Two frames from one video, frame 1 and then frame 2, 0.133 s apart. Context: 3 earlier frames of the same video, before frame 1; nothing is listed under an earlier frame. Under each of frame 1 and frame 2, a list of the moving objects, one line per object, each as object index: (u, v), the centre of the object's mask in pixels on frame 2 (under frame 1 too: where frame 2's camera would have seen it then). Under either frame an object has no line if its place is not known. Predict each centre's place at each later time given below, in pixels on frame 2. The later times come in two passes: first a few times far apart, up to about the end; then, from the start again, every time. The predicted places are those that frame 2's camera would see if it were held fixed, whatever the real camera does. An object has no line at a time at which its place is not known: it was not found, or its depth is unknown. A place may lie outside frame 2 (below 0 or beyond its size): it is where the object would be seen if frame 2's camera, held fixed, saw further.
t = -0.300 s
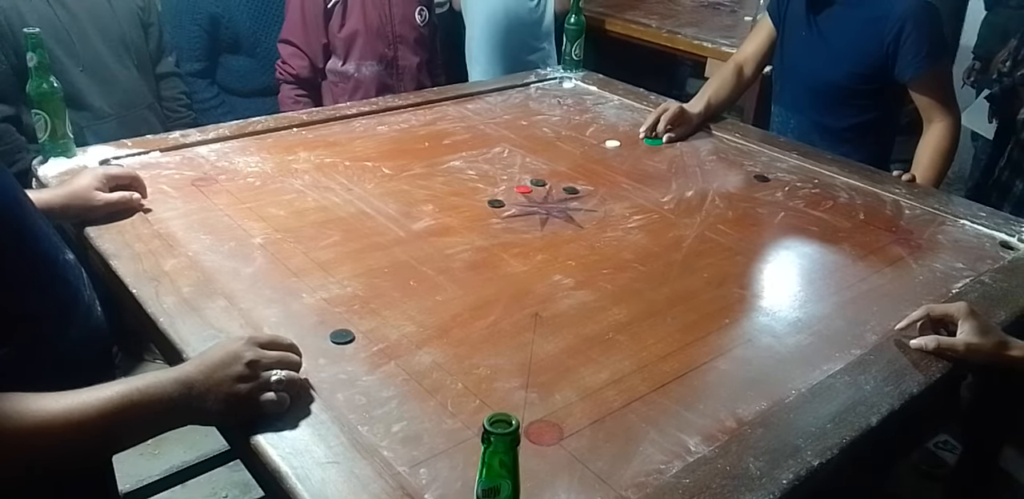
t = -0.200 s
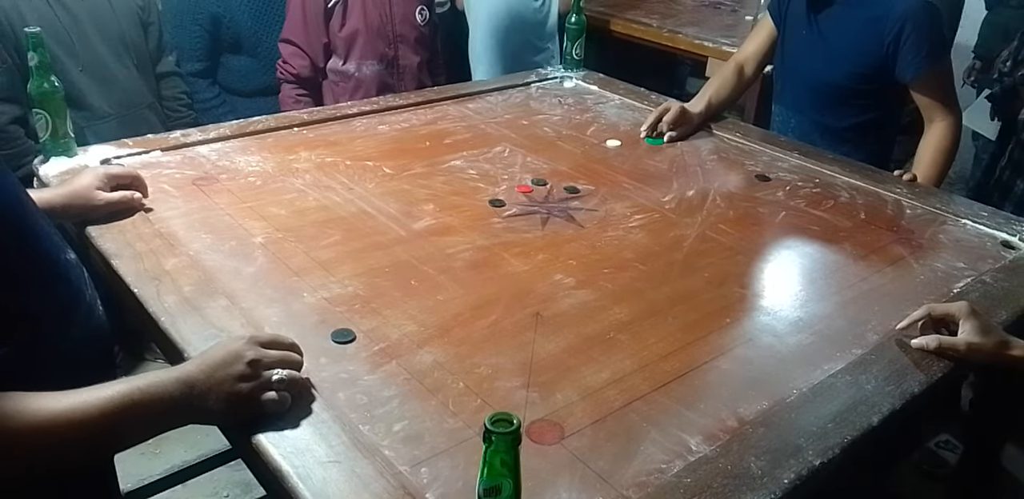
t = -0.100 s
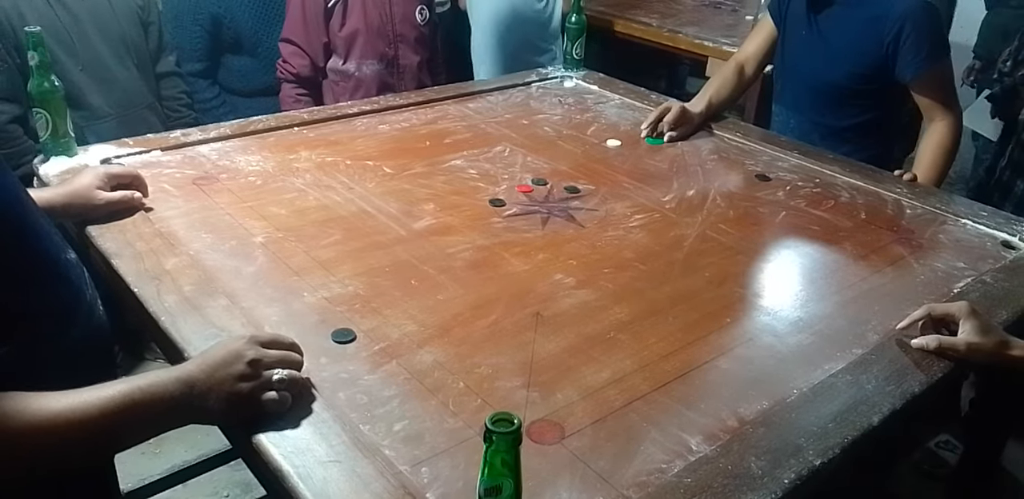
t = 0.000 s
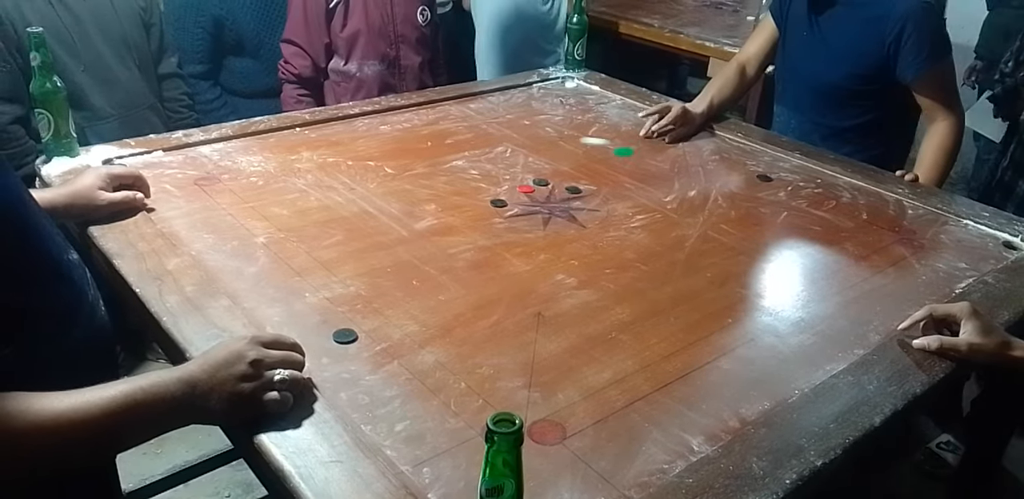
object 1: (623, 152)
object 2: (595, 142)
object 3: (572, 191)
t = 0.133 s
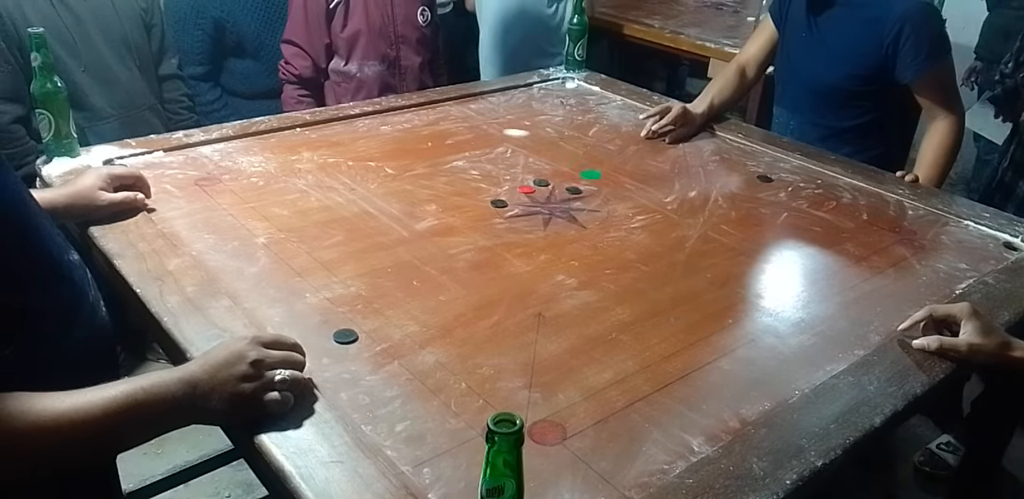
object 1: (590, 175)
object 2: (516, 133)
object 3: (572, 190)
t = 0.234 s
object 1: (572, 186)
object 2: (468, 127)
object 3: (565, 200)
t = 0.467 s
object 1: (562, 189)
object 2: (385, 117)
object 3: (530, 242)
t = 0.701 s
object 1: (562, 189)
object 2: (372, 122)
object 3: (508, 266)
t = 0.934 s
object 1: (562, 189)
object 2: (372, 122)
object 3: (505, 269)
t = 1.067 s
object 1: (562, 189)
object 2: (372, 122)
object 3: (505, 269)
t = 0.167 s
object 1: (582, 180)
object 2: (499, 131)
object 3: (572, 191)
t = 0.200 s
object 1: (576, 185)
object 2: (483, 129)
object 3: (570, 193)
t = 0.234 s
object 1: (572, 186)
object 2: (468, 127)
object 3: (565, 200)
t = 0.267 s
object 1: (569, 187)
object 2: (453, 125)
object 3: (561, 205)
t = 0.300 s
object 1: (566, 188)
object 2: (440, 124)
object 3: (556, 213)
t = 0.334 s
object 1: (564, 188)
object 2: (427, 122)
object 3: (548, 218)
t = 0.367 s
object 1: (563, 189)
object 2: (416, 121)
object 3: (544, 224)
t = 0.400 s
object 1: (563, 189)
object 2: (405, 119)
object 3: (538, 230)
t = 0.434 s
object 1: (562, 189)
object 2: (394, 118)
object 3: (534, 237)
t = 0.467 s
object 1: (562, 189)
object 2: (385, 117)
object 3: (530, 242)
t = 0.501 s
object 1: (562, 189)
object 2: (378, 117)
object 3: (525, 246)
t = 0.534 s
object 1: (562, 189)
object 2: (376, 118)
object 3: (521, 250)
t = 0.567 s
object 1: (562, 189)
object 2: (374, 119)
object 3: (518, 255)
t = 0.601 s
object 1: (562, 189)
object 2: (373, 120)
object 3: (514, 258)
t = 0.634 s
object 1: (562, 189)
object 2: (372, 121)
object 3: (512, 261)
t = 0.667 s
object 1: (562, 189)
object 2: (372, 121)
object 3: (509, 264)
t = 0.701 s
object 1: (562, 189)
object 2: (372, 122)
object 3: (508, 266)
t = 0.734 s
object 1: (562, 189)
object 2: (372, 122)
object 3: (507, 267)
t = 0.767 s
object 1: (562, 189)
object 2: (372, 122)
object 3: (506, 268)
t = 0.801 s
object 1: (562, 189)
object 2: (372, 122)
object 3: (505, 268)
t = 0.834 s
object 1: (562, 189)
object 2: (372, 122)
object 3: (505, 269)
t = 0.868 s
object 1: (562, 189)
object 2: (372, 122)
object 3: (505, 269)
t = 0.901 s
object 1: (562, 189)
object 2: (372, 122)
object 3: (505, 269)
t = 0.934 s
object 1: (562, 189)
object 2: (372, 122)
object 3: (505, 269)
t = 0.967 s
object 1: (562, 189)
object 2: (372, 122)
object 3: (505, 269)
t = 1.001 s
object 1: (562, 189)
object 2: (372, 122)
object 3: (505, 269)
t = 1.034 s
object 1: (562, 189)
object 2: (372, 122)
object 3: (505, 269)
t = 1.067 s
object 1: (562, 189)
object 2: (372, 122)
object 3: (505, 269)
